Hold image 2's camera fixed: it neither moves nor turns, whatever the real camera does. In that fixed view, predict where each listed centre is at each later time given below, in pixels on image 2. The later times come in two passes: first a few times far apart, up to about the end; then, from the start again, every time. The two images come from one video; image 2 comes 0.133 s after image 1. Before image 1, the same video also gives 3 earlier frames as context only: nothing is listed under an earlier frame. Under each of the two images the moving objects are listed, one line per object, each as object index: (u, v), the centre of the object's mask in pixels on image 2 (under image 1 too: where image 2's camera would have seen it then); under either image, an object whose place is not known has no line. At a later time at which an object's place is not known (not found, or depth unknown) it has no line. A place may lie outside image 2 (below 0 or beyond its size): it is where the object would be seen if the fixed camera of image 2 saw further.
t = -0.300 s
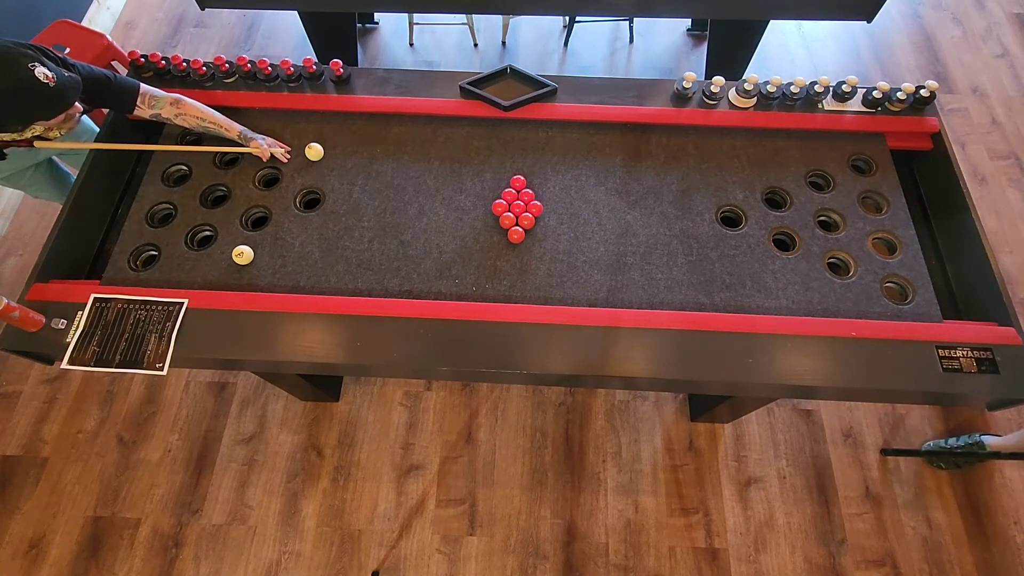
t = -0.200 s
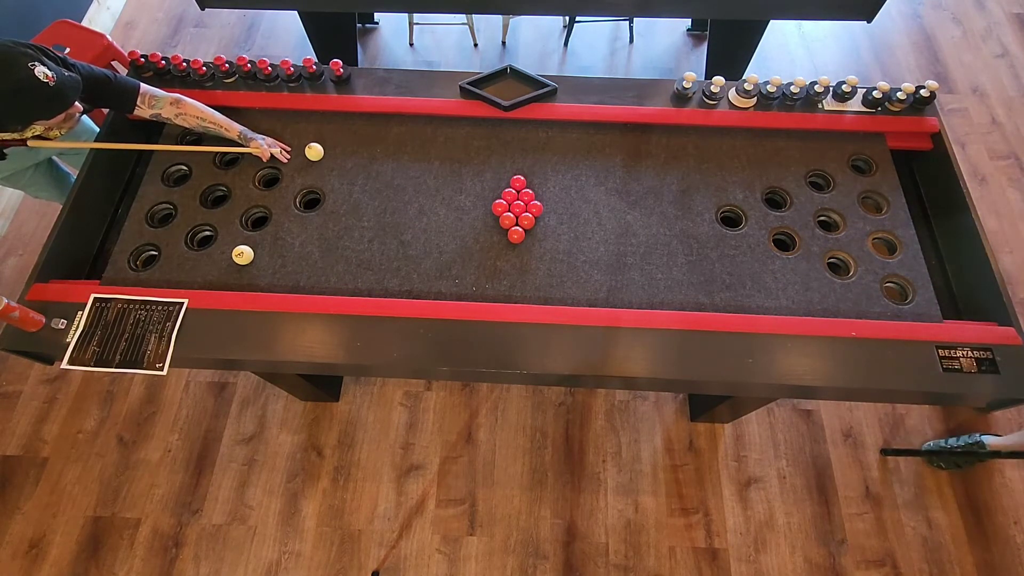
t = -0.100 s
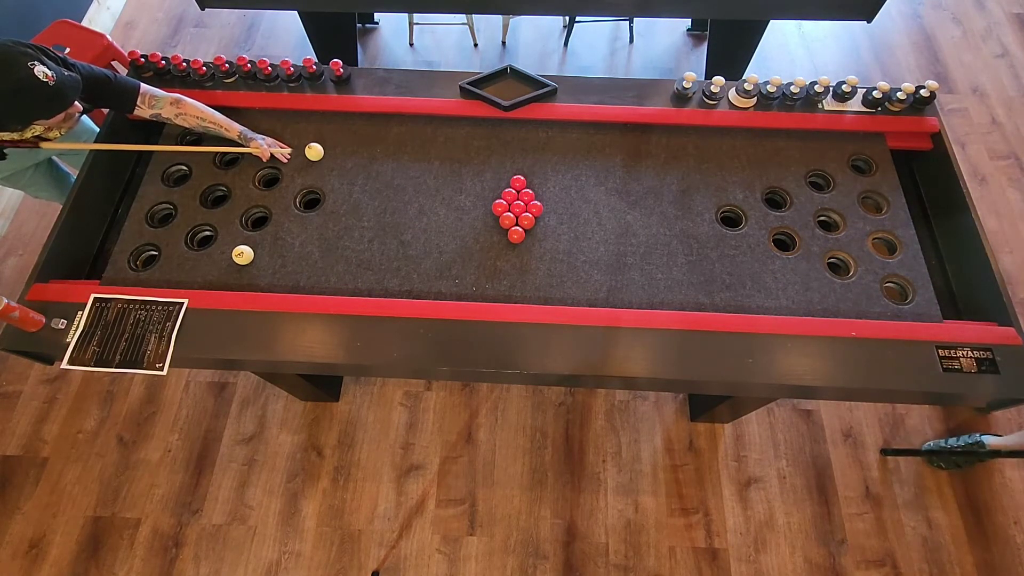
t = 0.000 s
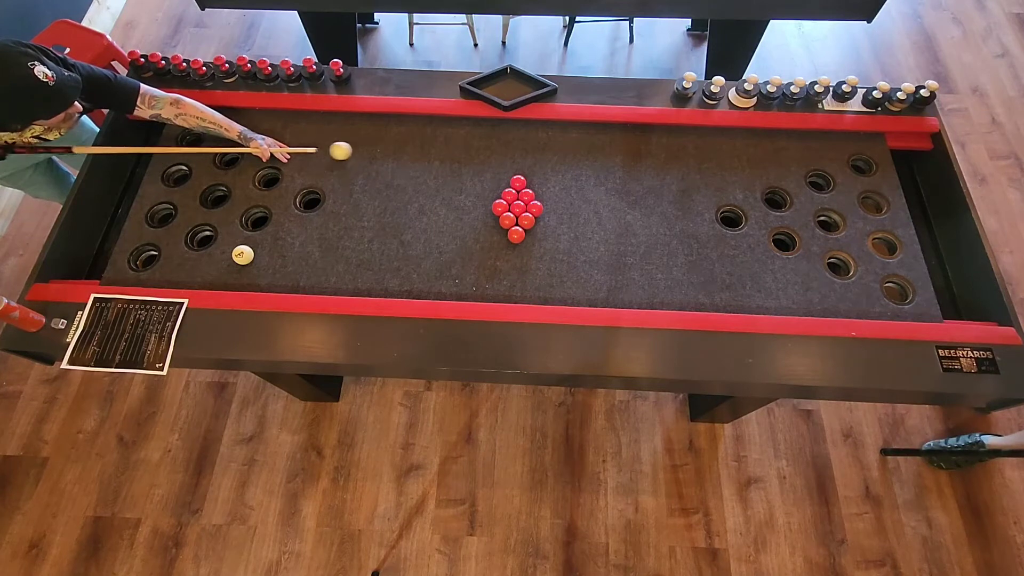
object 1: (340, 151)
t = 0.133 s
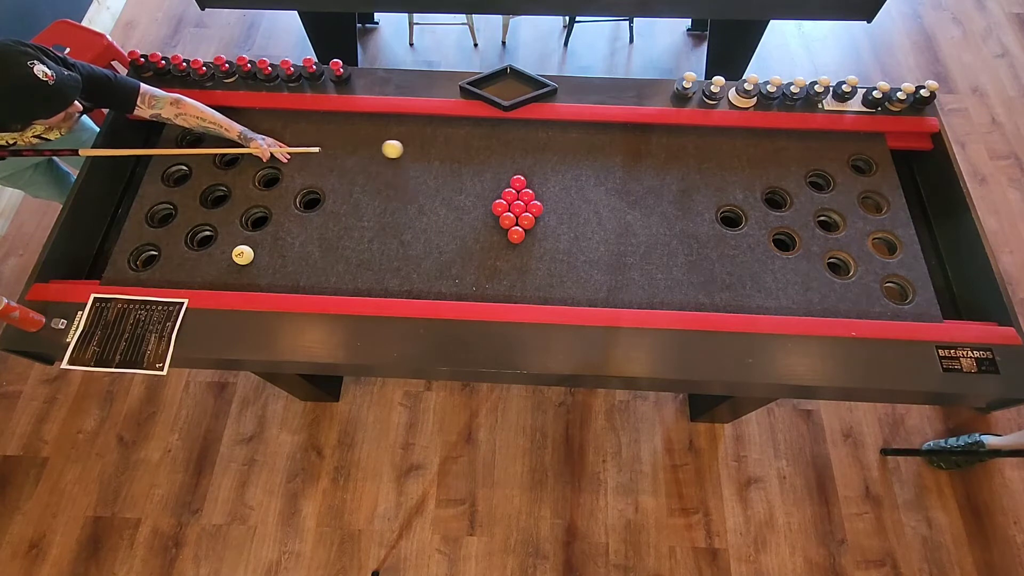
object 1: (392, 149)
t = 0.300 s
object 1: (449, 147)
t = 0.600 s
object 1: (548, 143)
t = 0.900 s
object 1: (641, 140)
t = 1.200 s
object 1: (730, 138)
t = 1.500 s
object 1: (812, 136)
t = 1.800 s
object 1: (889, 140)
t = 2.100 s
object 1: (911, 180)
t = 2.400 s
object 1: (917, 198)
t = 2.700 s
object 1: (923, 217)
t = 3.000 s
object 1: (929, 235)
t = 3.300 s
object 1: (934, 253)
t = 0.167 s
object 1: (404, 149)
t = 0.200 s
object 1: (415, 148)
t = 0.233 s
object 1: (427, 148)
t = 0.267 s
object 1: (438, 147)
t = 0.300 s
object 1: (449, 147)
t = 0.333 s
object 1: (461, 146)
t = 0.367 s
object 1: (472, 146)
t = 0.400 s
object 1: (483, 145)
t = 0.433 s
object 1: (494, 145)
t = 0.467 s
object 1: (505, 145)
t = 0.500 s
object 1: (516, 144)
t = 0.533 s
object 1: (526, 144)
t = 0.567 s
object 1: (537, 143)
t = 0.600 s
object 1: (548, 143)
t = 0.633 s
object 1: (559, 143)
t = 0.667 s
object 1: (569, 142)
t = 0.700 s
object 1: (579, 142)
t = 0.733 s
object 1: (590, 142)
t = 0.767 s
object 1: (600, 141)
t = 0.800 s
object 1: (611, 141)
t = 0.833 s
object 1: (621, 141)
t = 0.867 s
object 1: (631, 140)
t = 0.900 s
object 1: (641, 140)
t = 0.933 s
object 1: (651, 140)
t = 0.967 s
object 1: (661, 139)
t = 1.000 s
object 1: (671, 139)
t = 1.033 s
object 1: (681, 139)
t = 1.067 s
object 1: (691, 139)
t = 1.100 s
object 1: (701, 139)
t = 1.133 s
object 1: (710, 138)
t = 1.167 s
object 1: (720, 138)
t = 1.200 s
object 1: (730, 138)
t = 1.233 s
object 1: (739, 137)
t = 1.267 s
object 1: (749, 137)
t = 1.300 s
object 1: (758, 137)
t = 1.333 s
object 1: (767, 137)
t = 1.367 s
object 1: (776, 137)
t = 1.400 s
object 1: (785, 137)
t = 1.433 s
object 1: (794, 137)
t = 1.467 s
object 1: (804, 136)
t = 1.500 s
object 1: (812, 136)
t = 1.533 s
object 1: (821, 136)
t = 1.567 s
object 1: (830, 136)
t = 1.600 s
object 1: (839, 137)
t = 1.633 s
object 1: (847, 137)
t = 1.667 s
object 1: (856, 138)
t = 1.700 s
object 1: (864, 139)
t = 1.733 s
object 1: (872, 139)
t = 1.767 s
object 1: (881, 139)
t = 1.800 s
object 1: (889, 140)
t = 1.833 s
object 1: (897, 141)
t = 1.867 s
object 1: (905, 142)
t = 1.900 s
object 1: (912, 145)
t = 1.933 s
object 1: (919, 149)
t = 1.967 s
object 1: (924, 155)
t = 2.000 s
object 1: (923, 162)
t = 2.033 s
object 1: (915, 171)
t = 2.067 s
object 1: (910, 178)
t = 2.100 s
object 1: (911, 180)
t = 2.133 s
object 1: (912, 182)
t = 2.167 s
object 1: (912, 185)
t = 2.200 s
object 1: (913, 187)
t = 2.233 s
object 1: (913, 188)
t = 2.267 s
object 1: (914, 191)
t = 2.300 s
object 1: (915, 193)
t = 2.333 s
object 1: (916, 194)
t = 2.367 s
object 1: (916, 197)
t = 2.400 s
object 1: (917, 198)
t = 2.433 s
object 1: (917, 201)
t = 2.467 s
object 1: (918, 203)
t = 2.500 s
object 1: (919, 205)
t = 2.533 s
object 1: (920, 207)
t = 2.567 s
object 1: (920, 209)
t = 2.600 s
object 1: (921, 211)
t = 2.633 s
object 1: (922, 213)
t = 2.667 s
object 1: (922, 215)
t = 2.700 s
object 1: (923, 217)
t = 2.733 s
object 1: (924, 219)
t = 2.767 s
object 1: (924, 221)
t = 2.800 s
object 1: (925, 223)
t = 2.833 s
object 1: (926, 225)
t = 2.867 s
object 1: (926, 227)
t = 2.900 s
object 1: (927, 229)
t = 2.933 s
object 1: (927, 231)
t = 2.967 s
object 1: (928, 233)
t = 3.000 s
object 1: (929, 235)
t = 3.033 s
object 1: (930, 237)
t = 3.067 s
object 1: (930, 239)
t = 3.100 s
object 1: (931, 241)
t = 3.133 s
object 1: (932, 243)
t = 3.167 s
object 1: (932, 245)
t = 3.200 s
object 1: (933, 247)
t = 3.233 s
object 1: (933, 249)
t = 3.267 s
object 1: (934, 251)
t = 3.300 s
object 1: (934, 253)
